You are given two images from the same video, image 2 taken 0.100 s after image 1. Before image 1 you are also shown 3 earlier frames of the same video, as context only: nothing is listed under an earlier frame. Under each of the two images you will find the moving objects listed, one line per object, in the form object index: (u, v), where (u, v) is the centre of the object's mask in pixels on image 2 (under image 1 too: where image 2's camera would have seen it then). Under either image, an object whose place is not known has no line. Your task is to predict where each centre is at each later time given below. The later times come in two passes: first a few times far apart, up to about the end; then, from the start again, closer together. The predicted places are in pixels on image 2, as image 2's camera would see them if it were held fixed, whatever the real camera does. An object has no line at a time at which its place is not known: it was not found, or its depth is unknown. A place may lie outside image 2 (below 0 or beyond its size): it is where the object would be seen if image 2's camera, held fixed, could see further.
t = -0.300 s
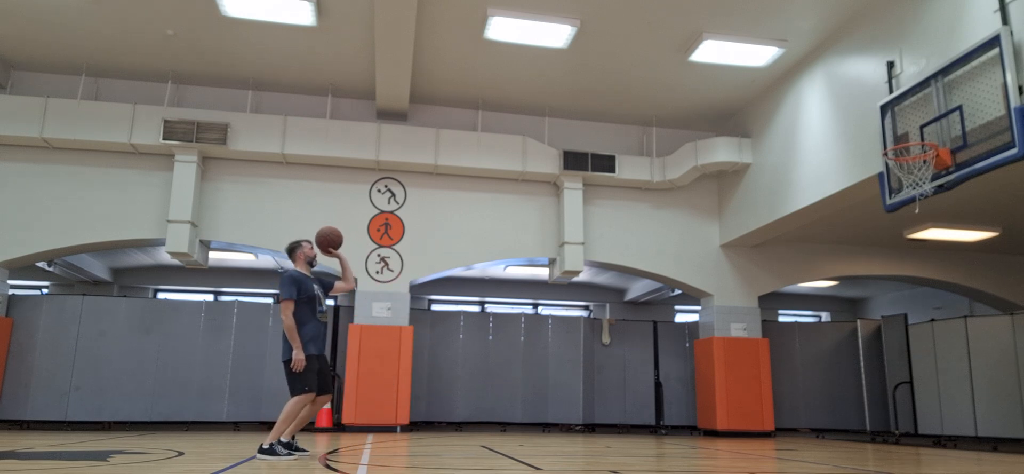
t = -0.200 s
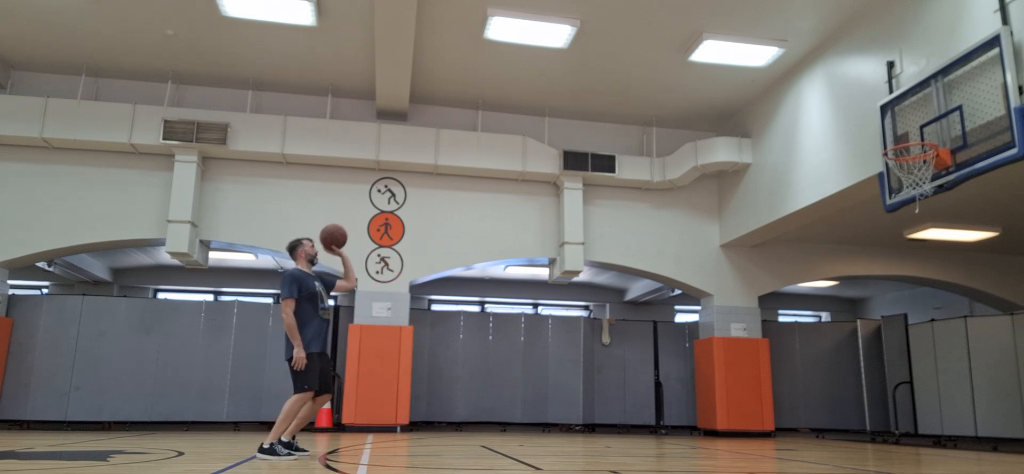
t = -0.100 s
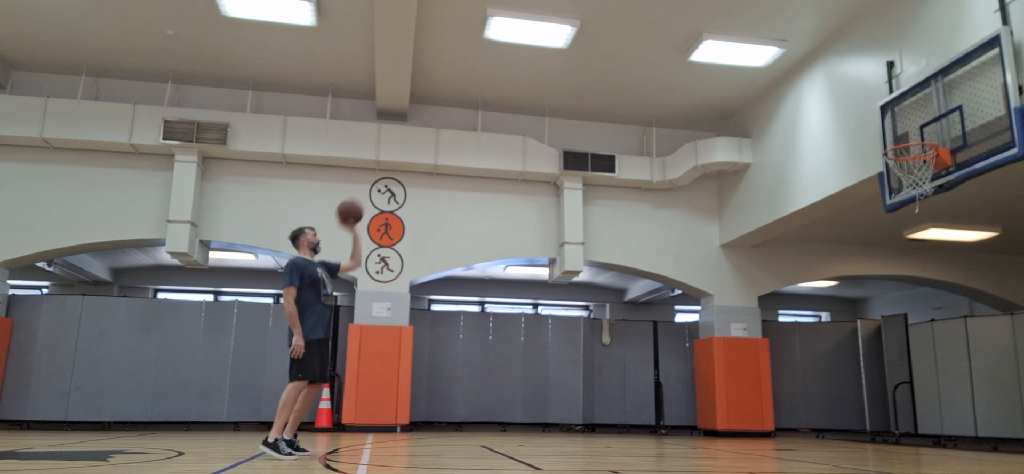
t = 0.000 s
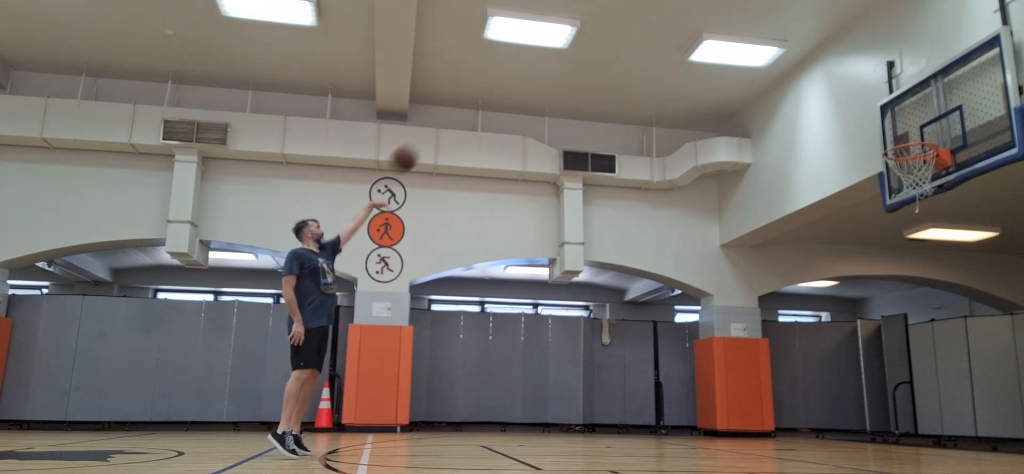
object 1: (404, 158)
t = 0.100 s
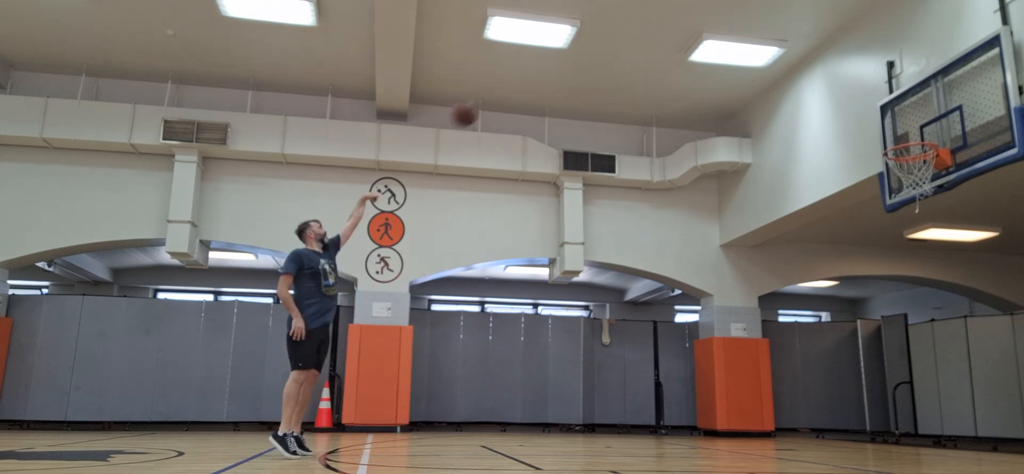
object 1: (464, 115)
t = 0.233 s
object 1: (540, 72)
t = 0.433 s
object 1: (646, 43)
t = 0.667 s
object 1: (763, 56)
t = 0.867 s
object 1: (862, 103)
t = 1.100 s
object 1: (931, 88)
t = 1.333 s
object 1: (975, 48)
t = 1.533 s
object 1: (1017, 56)
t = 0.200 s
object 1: (521, 80)
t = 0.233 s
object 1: (540, 72)
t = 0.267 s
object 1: (558, 64)
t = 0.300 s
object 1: (576, 58)
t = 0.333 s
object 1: (593, 52)
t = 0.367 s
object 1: (611, 48)
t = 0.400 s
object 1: (628, 45)
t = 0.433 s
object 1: (646, 43)
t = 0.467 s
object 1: (662, 42)
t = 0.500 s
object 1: (679, 42)
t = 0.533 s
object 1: (695, 42)
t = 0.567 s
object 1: (713, 43)
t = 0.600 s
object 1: (730, 46)
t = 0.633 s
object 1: (746, 50)
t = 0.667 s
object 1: (763, 56)
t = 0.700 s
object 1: (779, 62)
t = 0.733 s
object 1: (795, 68)
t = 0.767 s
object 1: (812, 75)
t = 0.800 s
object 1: (829, 83)
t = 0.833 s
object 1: (846, 93)
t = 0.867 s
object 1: (862, 103)
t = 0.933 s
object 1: (897, 127)
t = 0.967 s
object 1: (908, 134)
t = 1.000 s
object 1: (914, 121)
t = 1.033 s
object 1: (919, 109)
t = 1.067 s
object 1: (925, 98)
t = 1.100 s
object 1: (931, 88)
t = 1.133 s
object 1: (936, 80)
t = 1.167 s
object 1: (942, 72)
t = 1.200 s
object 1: (948, 65)
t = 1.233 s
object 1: (954, 60)
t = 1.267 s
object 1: (961, 55)
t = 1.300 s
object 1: (967, 51)
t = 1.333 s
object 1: (975, 48)
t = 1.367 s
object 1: (982, 46)
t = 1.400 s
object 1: (990, 46)
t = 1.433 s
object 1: (998, 46)
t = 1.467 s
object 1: (1006, 48)
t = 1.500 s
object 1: (1012, 51)
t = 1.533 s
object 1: (1017, 56)
